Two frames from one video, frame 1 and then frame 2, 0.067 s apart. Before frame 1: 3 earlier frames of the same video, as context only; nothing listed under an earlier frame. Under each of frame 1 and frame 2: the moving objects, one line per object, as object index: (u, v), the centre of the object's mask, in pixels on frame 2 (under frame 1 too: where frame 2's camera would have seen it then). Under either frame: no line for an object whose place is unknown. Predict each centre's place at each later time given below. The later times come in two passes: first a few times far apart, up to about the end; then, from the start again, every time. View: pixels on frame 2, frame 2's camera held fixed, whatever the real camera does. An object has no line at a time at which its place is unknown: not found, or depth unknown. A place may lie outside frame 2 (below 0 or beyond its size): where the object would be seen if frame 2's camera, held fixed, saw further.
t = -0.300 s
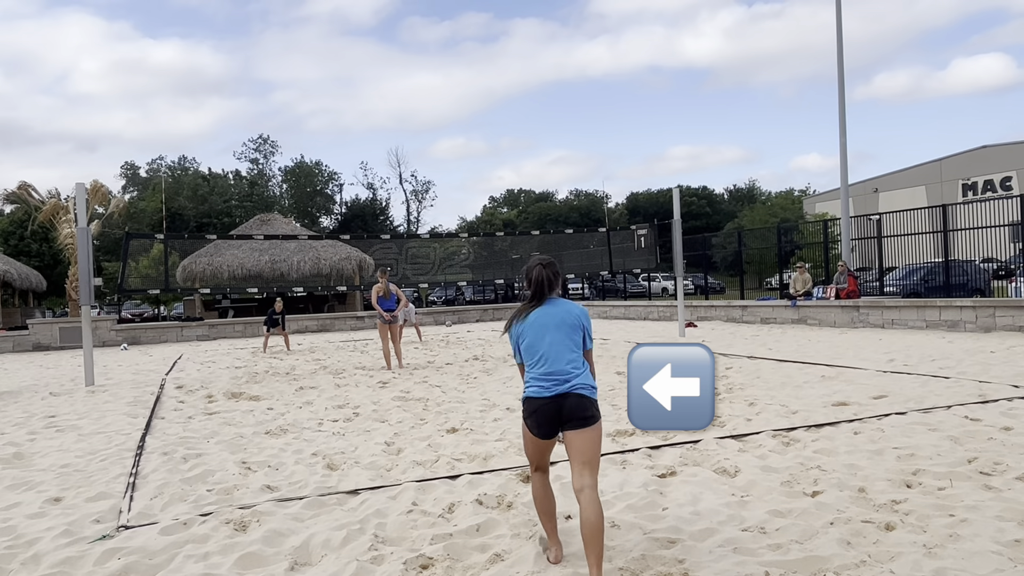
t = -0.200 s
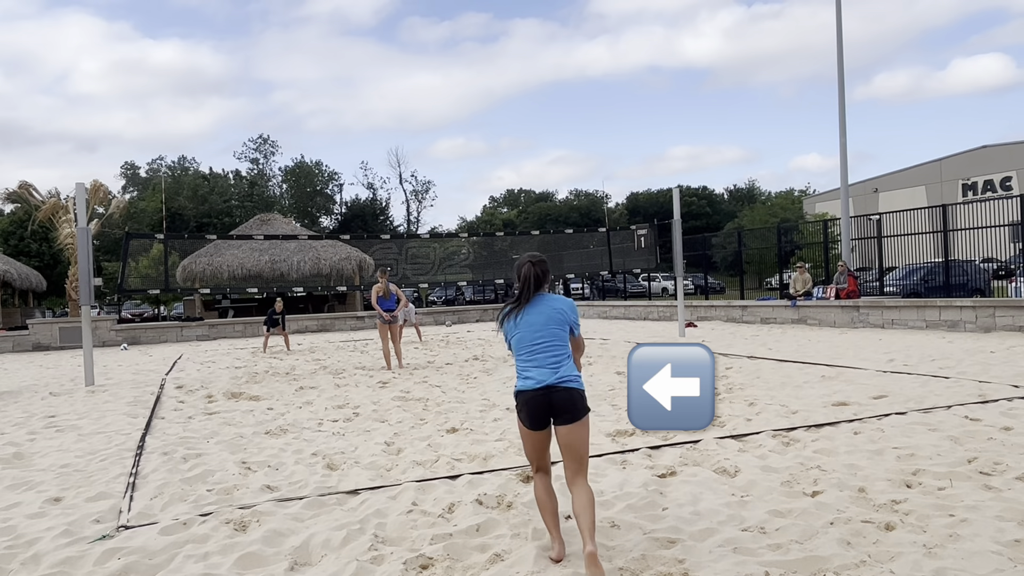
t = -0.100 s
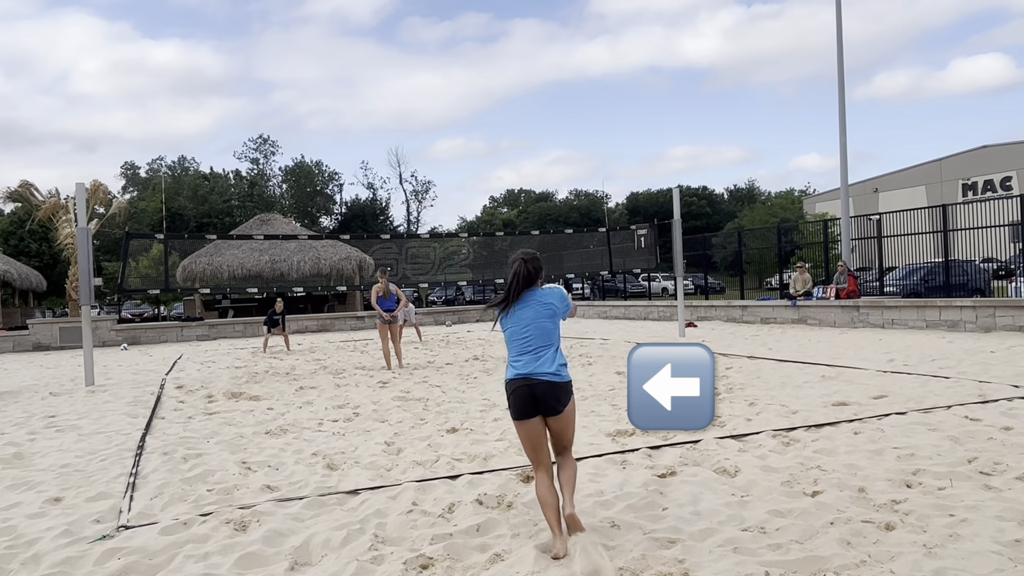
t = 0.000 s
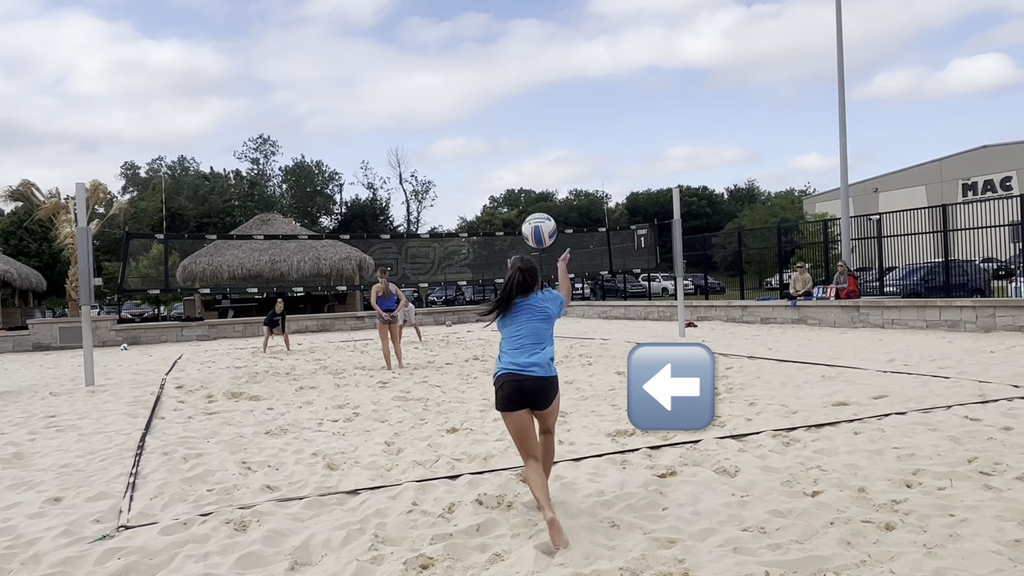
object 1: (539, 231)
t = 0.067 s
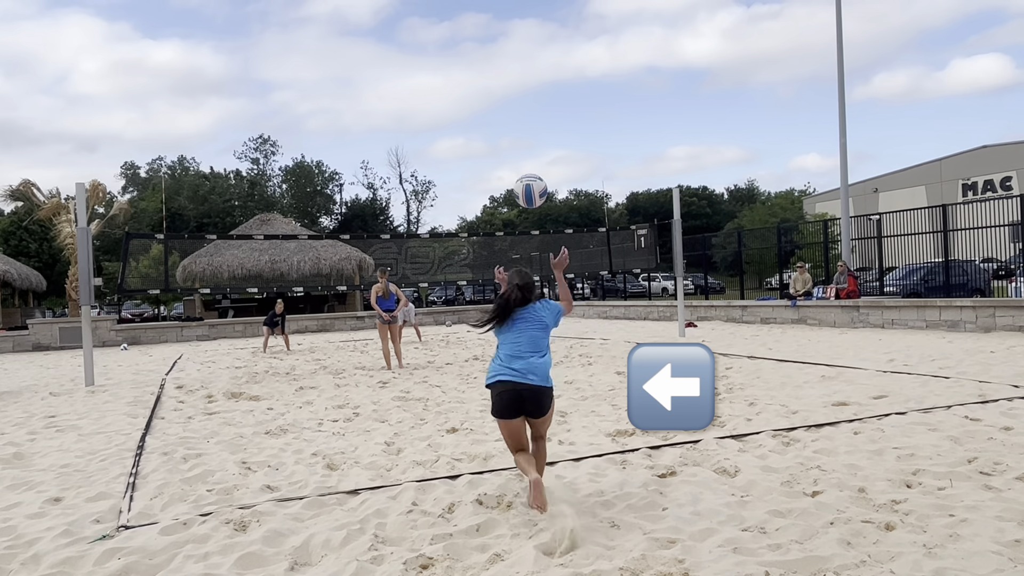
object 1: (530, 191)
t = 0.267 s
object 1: (506, 119)
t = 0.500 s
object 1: (480, 116)
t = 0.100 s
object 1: (526, 174)
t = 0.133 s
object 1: (522, 159)
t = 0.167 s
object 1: (518, 146)
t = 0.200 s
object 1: (514, 135)
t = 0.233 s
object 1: (510, 126)
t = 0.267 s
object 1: (506, 119)
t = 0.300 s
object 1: (502, 114)
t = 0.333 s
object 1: (498, 110)
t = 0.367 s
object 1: (495, 108)
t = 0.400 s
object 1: (491, 108)
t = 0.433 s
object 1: (487, 109)
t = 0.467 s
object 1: (484, 112)
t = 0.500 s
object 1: (480, 116)
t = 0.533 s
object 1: (477, 122)
